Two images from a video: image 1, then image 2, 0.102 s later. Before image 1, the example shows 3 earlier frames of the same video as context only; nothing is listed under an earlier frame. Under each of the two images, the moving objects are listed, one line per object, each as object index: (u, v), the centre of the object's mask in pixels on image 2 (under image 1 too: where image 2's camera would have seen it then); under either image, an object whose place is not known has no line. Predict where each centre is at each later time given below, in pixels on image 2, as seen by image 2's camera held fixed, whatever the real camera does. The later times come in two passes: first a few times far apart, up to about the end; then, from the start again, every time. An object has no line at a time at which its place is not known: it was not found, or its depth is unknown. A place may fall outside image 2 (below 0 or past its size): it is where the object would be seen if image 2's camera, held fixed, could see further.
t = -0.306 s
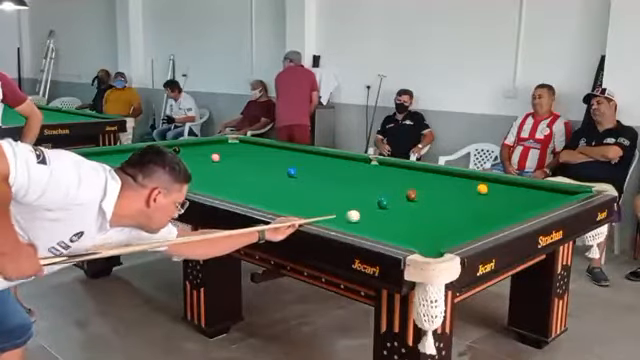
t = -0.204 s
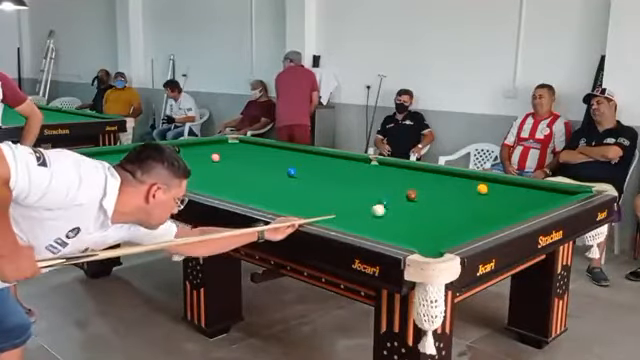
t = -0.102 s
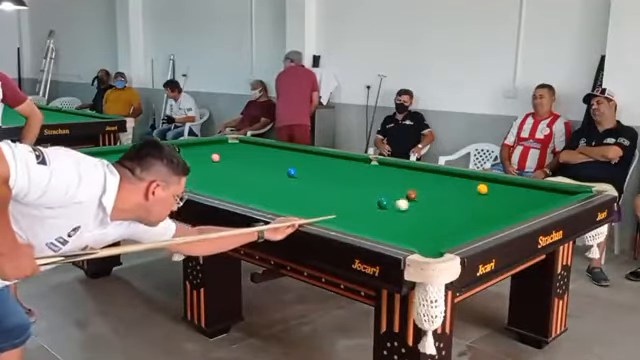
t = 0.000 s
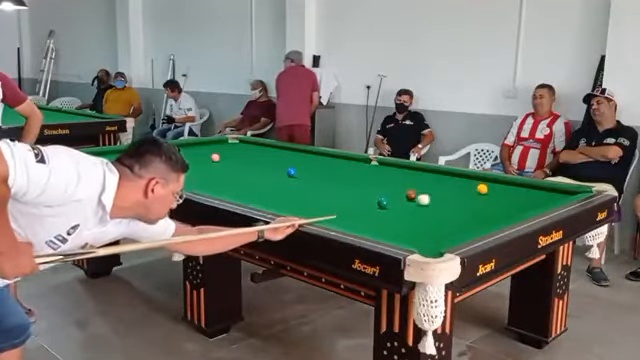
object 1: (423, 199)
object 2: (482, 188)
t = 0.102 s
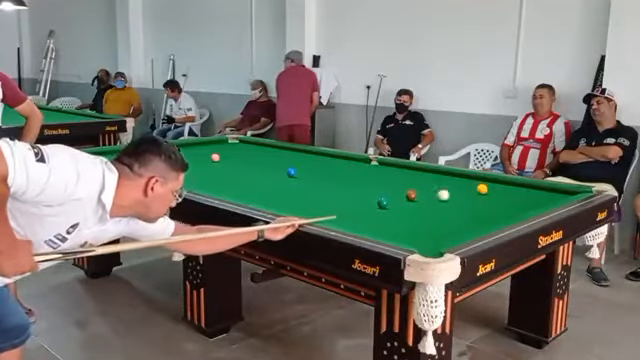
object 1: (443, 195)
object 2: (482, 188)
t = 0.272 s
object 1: (471, 187)
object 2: (483, 187)
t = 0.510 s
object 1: (481, 178)
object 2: (508, 189)
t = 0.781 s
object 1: (449, 180)
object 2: (535, 190)
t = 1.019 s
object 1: (421, 183)
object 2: (556, 192)
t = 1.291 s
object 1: (390, 186)
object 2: (575, 191)
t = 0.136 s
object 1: (450, 193)
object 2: (482, 187)
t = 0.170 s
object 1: (455, 191)
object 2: (482, 187)
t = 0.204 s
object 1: (461, 190)
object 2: (482, 187)
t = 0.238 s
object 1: (467, 189)
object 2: (482, 187)
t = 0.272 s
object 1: (471, 187)
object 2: (483, 187)
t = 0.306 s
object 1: (472, 186)
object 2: (488, 188)
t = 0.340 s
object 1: (474, 184)
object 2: (492, 188)
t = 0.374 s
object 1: (475, 183)
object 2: (495, 188)
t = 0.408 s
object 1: (477, 182)
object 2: (498, 188)
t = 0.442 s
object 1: (478, 180)
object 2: (502, 188)
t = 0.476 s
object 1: (480, 179)
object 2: (505, 189)
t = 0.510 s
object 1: (481, 178)
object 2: (508, 189)
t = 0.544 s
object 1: (478, 178)
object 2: (512, 188)
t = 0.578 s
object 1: (473, 179)
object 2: (516, 189)
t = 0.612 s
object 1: (469, 179)
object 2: (519, 190)
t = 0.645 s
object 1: (465, 180)
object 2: (522, 190)
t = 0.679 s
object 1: (461, 180)
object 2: (526, 190)
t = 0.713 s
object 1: (457, 180)
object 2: (528, 190)
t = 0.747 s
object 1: (453, 180)
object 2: (531, 190)
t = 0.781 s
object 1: (449, 180)
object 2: (535, 190)
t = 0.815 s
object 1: (445, 181)
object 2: (538, 190)
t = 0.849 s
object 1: (442, 181)
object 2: (541, 191)
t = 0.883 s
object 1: (438, 182)
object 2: (543, 191)
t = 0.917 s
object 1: (433, 182)
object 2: (547, 191)
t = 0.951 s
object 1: (430, 182)
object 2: (550, 191)
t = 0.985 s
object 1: (426, 183)
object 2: (553, 191)
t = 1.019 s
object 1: (421, 183)
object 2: (556, 192)
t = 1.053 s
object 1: (418, 183)
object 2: (559, 192)
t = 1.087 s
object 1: (414, 184)
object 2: (562, 192)
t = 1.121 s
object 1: (410, 184)
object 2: (565, 192)
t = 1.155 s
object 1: (406, 185)
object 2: (567, 192)
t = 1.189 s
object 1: (402, 185)
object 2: (570, 192)
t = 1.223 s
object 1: (398, 185)
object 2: (572, 191)
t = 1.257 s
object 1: (394, 185)
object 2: (575, 191)
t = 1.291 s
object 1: (390, 186)
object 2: (575, 191)
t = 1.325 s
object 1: (386, 186)
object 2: (575, 190)
